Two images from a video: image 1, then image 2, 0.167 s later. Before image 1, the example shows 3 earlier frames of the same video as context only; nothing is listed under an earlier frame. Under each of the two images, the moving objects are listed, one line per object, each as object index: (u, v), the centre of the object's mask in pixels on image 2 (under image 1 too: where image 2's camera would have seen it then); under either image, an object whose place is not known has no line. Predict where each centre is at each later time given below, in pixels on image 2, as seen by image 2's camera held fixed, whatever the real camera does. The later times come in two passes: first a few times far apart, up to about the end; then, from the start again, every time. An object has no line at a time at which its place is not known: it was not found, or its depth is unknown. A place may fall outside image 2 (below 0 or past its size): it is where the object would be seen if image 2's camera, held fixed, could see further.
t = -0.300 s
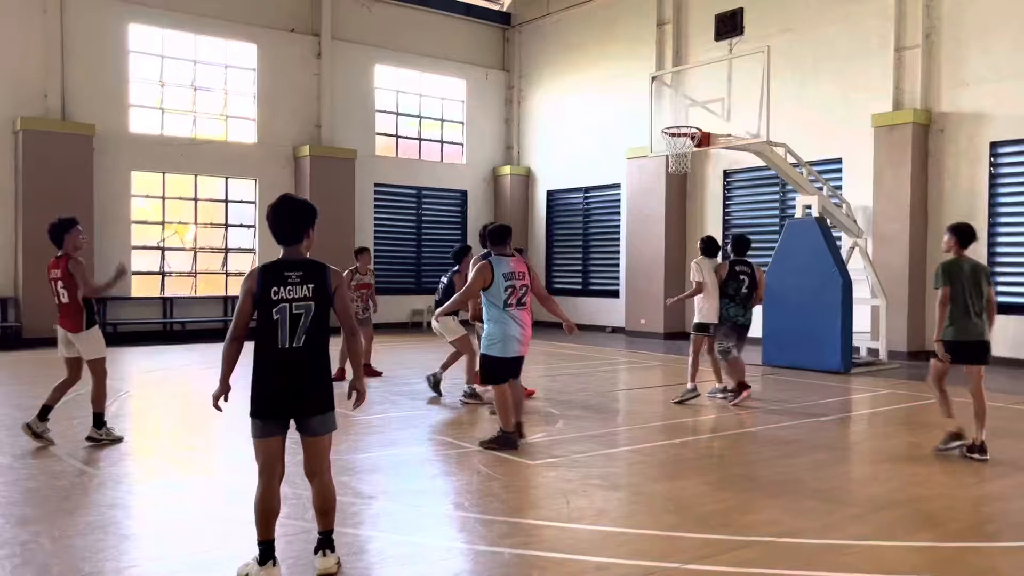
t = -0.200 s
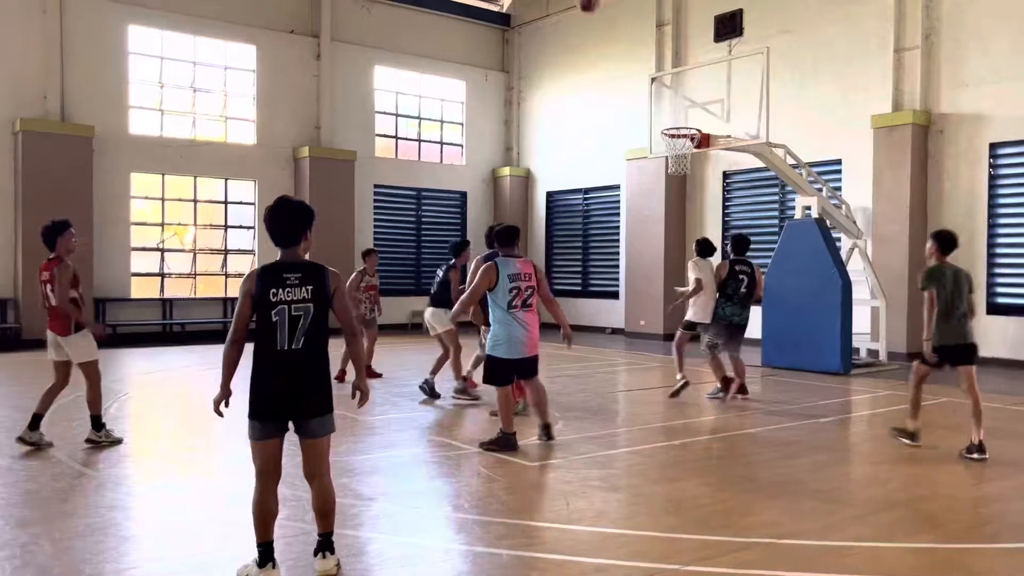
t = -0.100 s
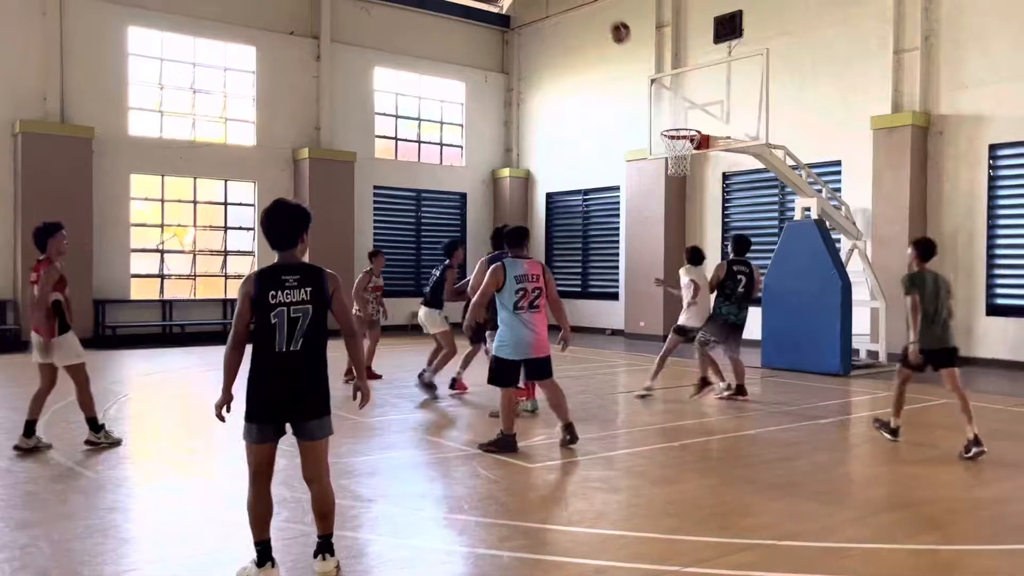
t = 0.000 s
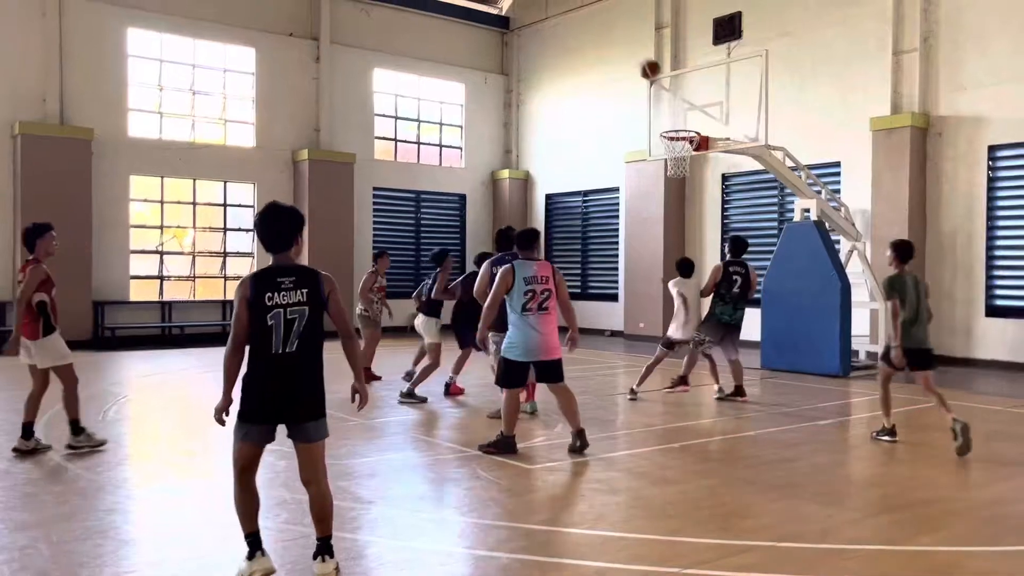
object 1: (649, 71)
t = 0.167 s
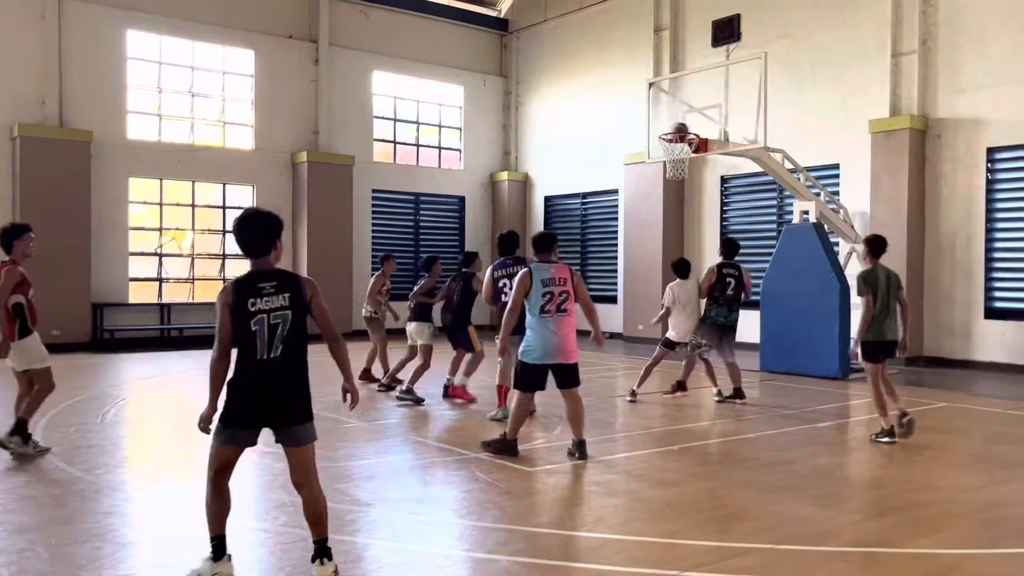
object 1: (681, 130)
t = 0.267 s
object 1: (676, 112)
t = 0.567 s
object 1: (715, 74)
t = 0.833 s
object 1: (722, 114)
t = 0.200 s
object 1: (668, 130)
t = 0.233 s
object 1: (672, 120)
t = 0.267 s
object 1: (676, 112)
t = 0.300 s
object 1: (681, 104)
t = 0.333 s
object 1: (685, 97)
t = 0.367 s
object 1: (689, 91)
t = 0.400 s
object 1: (693, 86)
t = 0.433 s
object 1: (697, 82)
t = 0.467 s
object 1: (702, 79)
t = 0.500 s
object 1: (706, 76)
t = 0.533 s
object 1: (711, 75)
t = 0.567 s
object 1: (715, 74)
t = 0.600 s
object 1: (719, 74)
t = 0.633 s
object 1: (723, 76)
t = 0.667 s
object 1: (725, 79)
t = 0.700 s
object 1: (724, 84)
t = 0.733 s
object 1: (724, 90)
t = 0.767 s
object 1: (724, 97)
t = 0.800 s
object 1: (723, 105)
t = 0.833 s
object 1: (722, 114)
